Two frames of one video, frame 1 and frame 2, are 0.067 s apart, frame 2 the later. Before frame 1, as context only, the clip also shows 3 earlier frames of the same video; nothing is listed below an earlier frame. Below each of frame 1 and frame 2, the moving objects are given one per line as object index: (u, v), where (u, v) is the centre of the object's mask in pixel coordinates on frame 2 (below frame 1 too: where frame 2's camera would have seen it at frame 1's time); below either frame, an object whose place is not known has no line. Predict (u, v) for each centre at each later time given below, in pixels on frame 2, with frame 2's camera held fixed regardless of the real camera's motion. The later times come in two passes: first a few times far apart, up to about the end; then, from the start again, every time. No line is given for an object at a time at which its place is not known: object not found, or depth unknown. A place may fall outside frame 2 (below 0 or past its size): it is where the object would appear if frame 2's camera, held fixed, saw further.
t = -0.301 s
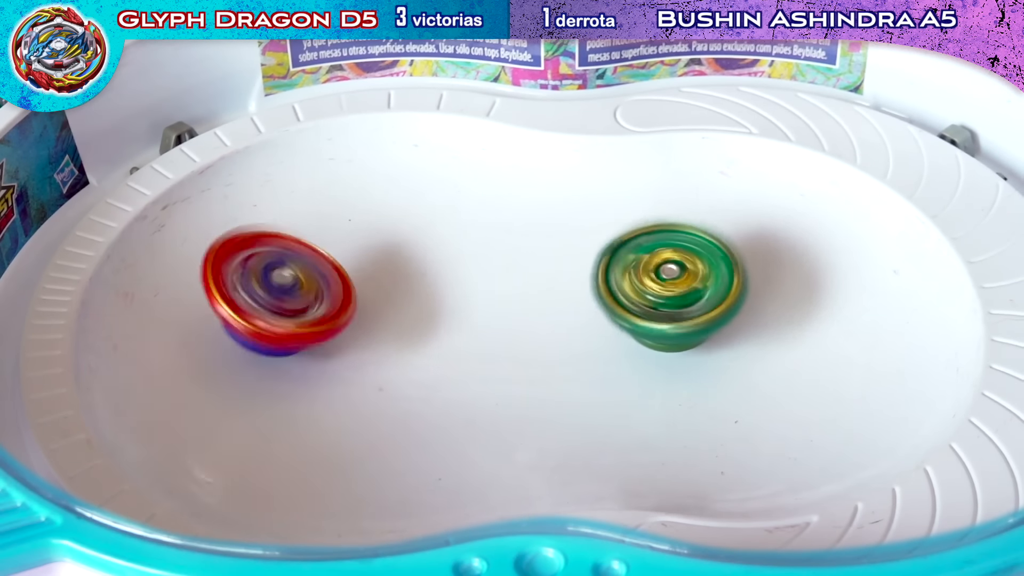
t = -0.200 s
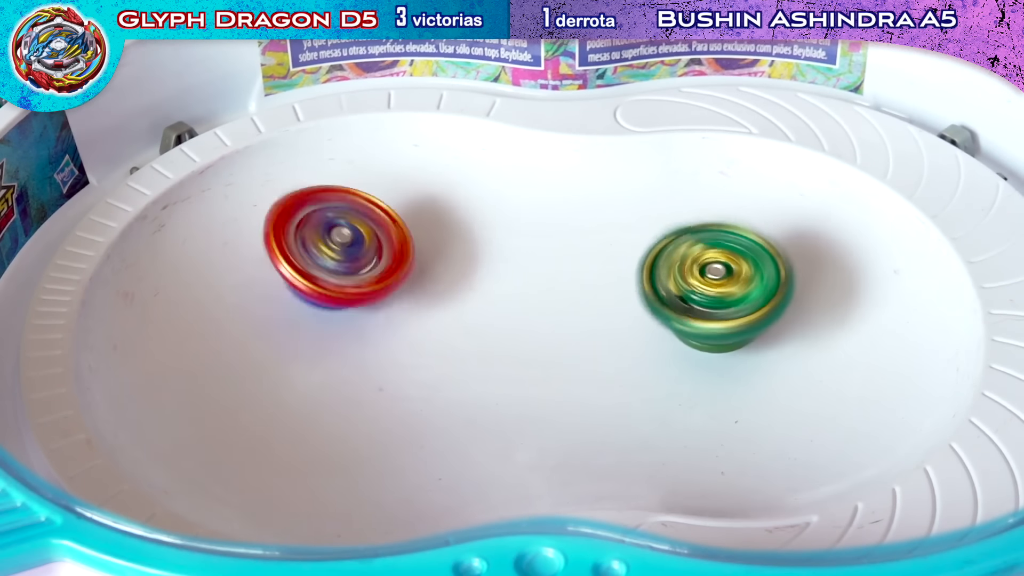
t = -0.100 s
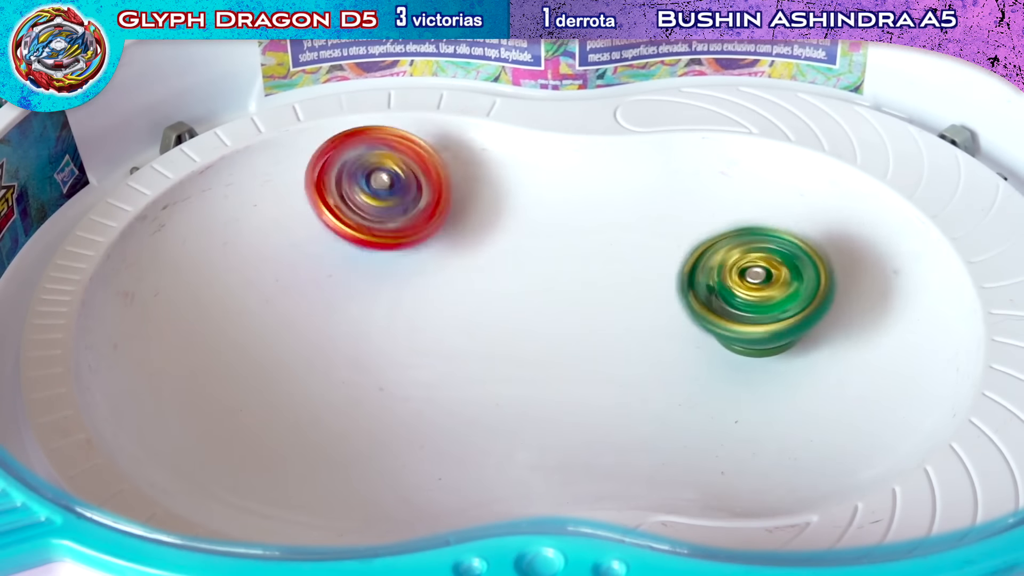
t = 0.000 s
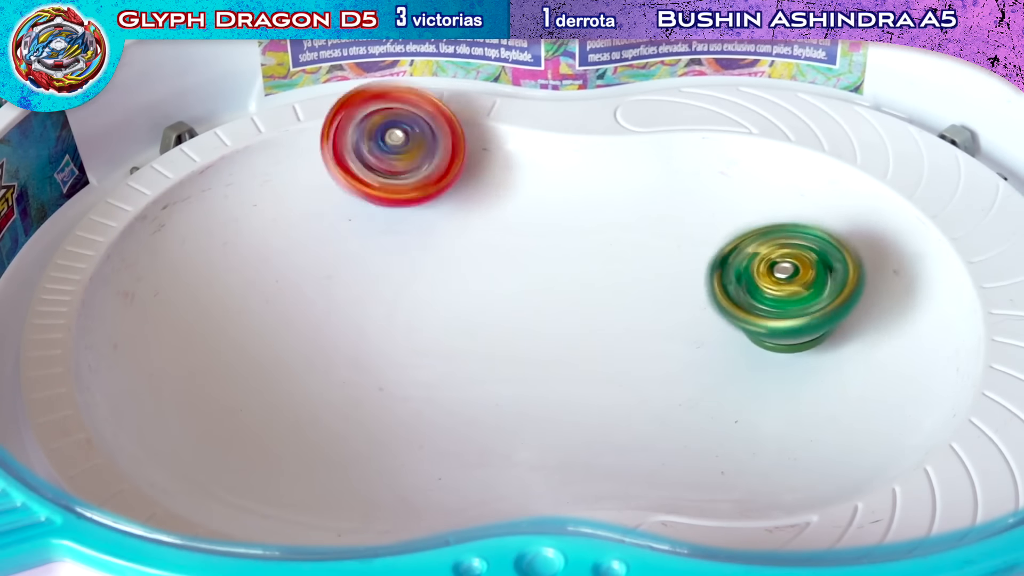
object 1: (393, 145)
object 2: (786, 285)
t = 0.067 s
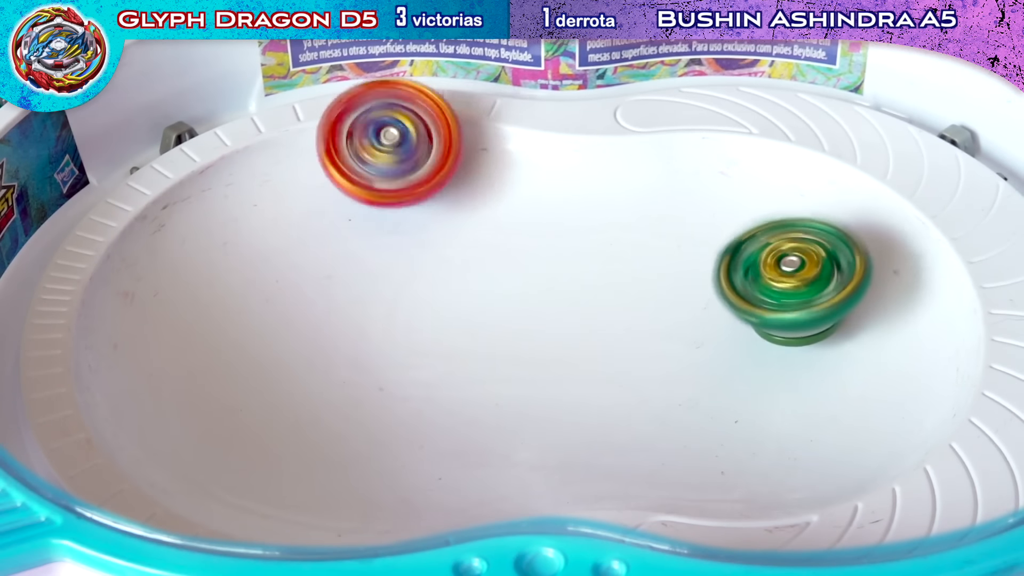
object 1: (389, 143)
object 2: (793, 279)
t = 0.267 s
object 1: (402, 225)
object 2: (754, 288)
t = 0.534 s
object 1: (526, 360)
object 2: (763, 356)
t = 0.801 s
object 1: (587, 390)
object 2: (817, 320)
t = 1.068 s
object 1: (528, 342)
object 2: (758, 273)
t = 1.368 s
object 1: (291, 216)
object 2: (675, 250)
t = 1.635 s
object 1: (230, 283)
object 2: (603, 305)
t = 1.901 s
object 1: (395, 300)
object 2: (625, 363)
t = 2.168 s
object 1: (364, 270)
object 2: (851, 367)
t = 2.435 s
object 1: (374, 299)
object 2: (751, 268)
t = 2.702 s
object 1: (389, 344)
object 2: (513, 250)
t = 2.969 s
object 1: (333, 394)
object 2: (363, 245)
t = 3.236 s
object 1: (354, 406)
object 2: (304, 284)
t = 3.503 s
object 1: (446, 386)
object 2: (353, 271)
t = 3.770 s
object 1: (520, 338)
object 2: (411, 245)
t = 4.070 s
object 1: (588, 321)
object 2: (376, 266)
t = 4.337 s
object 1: (626, 314)
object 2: (364, 353)
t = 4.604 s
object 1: (623, 308)
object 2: (391, 379)
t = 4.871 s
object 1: (591, 299)
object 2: (385, 328)
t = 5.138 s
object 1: (528, 286)
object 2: (363, 272)
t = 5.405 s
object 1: (522, 308)
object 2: (337, 255)
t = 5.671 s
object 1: (526, 340)
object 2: (368, 292)
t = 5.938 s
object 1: (574, 358)
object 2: (382, 329)
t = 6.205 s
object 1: (582, 319)
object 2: (407, 338)
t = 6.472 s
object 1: (548, 265)
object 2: (388, 311)
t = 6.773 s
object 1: (525, 273)
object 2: (330, 298)
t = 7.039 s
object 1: (522, 343)
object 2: (354, 302)
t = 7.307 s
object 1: (551, 374)
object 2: (400, 298)
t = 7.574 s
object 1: (571, 329)
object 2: (407, 298)
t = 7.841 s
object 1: (538, 251)
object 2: (380, 307)
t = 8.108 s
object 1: (479, 250)
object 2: (326, 334)
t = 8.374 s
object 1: (516, 322)
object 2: (231, 353)
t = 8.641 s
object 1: (572, 384)
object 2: (282, 349)
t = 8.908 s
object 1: (611, 354)
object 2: (483, 290)
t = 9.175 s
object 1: (724, 348)
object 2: (582, 286)
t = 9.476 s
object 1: (822, 352)
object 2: (600, 338)
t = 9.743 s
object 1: (748, 315)
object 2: (563, 333)
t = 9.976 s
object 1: (668, 243)
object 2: (513, 283)
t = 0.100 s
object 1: (384, 150)
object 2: (793, 277)
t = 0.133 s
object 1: (380, 161)
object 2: (789, 275)
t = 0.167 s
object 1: (380, 176)
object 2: (783, 276)
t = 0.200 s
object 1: (383, 192)
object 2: (774, 278)
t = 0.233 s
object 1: (391, 209)
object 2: (764, 282)
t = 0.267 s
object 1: (402, 225)
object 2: (754, 288)
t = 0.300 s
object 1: (418, 240)
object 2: (745, 295)
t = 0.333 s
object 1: (435, 255)
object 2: (736, 303)
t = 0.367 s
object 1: (454, 272)
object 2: (727, 312)
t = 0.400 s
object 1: (478, 292)
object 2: (719, 321)
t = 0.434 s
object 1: (506, 312)
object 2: (711, 329)
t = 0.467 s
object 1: (539, 332)
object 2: (705, 337)
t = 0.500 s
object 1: (532, 349)
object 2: (737, 347)
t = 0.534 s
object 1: (526, 360)
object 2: (763, 356)
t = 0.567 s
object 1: (523, 371)
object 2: (782, 360)
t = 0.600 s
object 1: (526, 378)
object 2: (800, 360)
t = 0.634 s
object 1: (532, 383)
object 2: (814, 357)
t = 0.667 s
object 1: (543, 388)
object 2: (823, 351)
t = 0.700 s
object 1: (556, 389)
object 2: (828, 344)
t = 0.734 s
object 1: (567, 390)
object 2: (829, 336)
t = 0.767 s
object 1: (579, 391)
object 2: (825, 327)
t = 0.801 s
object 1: (587, 390)
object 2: (817, 320)
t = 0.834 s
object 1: (594, 388)
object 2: (803, 314)
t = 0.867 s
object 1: (600, 385)
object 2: (786, 309)
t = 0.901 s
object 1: (605, 379)
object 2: (768, 307)
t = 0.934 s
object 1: (607, 372)
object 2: (747, 305)
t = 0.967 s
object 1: (590, 367)
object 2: (740, 296)
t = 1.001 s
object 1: (564, 363)
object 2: (749, 289)
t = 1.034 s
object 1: (546, 354)
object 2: (756, 281)
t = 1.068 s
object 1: (528, 342)
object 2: (758, 273)
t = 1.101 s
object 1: (504, 328)
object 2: (753, 264)
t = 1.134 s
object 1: (479, 314)
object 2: (747, 255)
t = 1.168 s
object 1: (452, 300)
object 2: (738, 248)
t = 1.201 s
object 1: (428, 285)
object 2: (729, 243)
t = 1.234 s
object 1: (401, 268)
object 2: (718, 241)
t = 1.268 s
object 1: (372, 252)
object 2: (707, 241)
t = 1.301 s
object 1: (343, 237)
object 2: (697, 243)
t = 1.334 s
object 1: (315, 225)
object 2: (686, 246)
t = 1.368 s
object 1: (291, 216)
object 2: (675, 250)
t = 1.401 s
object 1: (269, 211)
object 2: (665, 255)
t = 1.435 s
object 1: (248, 209)
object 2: (654, 260)
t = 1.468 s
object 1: (231, 213)
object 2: (643, 267)
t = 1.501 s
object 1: (219, 222)
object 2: (632, 274)
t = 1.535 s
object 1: (213, 234)
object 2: (624, 281)
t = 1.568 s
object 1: (212, 248)
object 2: (616, 289)
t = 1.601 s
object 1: (217, 264)
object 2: (609, 297)
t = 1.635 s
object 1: (230, 283)
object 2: (603, 305)
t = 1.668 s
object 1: (250, 297)
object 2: (598, 312)
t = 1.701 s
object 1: (276, 308)
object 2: (593, 319)
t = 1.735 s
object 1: (305, 315)
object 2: (589, 326)
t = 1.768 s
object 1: (336, 320)
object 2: (583, 333)
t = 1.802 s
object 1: (369, 323)
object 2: (577, 339)
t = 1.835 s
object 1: (402, 321)
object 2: (572, 343)
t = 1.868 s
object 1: (412, 312)
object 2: (588, 351)
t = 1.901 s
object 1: (395, 300)
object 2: (625, 363)
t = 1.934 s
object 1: (381, 287)
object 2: (658, 372)
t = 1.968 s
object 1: (372, 279)
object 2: (689, 379)
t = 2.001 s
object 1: (369, 273)
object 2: (721, 387)
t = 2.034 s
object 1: (367, 268)
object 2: (751, 392)
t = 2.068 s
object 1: (363, 268)
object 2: (780, 394)
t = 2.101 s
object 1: (364, 267)
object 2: (807, 389)
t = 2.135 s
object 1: (362, 268)
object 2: (832, 379)
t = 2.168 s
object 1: (364, 270)
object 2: (851, 367)
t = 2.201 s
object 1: (362, 270)
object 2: (861, 352)
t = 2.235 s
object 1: (361, 274)
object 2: (863, 335)
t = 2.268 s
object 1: (365, 276)
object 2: (856, 319)
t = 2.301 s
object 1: (366, 279)
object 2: (843, 305)
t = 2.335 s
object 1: (369, 282)
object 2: (826, 292)
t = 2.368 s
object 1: (368, 286)
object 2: (804, 282)
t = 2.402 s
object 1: (369, 294)
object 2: (779, 274)
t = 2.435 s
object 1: (374, 299)
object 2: (751, 268)
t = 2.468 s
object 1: (377, 305)
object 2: (721, 264)
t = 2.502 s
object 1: (384, 309)
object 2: (692, 262)
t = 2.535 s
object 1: (387, 314)
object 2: (662, 261)
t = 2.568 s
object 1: (390, 320)
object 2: (632, 260)
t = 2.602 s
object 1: (396, 324)
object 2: (601, 259)
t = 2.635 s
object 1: (400, 329)
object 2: (567, 259)
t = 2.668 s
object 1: (407, 331)
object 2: (531, 259)
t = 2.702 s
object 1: (389, 344)
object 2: (513, 250)
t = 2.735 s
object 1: (379, 353)
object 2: (494, 248)
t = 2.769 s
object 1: (368, 362)
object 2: (474, 248)
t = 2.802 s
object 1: (361, 369)
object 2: (453, 246)
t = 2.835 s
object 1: (353, 376)
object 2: (430, 244)
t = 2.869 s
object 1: (347, 383)
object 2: (409, 243)
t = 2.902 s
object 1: (341, 387)
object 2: (393, 242)
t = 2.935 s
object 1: (336, 392)
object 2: (378, 243)
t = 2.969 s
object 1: (333, 394)
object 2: (363, 245)
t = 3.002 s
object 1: (332, 397)
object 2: (347, 251)
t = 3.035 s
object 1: (330, 395)
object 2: (333, 259)
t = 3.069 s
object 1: (331, 395)
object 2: (322, 269)
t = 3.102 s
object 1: (334, 391)
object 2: (314, 277)
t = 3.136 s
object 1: (333, 396)
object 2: (309, 282)
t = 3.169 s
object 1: (339, 402)
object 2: (306, 279)
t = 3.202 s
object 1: (347, 406)
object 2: (304, 281)
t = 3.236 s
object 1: (354, 406)
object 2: (304, 284)
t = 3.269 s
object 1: (365, 406)
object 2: (306, 288)
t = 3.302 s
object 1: (374, 402)
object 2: (308, 289)
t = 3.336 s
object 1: (387, 395)
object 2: (312, 293)
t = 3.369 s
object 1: (390, 390)
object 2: (320, 293)
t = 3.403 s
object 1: (403, 393)
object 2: (330, 288)
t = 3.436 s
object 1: (417, 391)
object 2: (336, 282)
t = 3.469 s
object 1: (431, 388)
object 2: (344, 276)
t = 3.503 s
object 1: (446, 386)
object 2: (353, 271)
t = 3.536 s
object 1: (459, 383)
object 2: (362, 266)
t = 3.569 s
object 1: (475, 378)
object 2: (370, 261)
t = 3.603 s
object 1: (484, 374)
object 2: (378, 256)
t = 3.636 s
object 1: (496, 367)
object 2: (388, 251)
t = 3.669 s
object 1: (507, 362)
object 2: (395, 249)
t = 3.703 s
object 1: (510, 354)
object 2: (400, 248)
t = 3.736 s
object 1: (518, 346)
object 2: (407, 246)
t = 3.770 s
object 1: (520, 338)
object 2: (411, 245)
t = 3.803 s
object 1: (522, 327)
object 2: (413, 246)
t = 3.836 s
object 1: (525, 324)
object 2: (414, 246)
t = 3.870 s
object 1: (534, 324)
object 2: (409, 242)
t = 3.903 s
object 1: (545, 323)
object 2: (403, 243)
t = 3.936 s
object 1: (552, 324)
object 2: (401, 243)
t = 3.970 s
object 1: (562, 322)
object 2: (394, 244)
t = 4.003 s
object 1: (572, 322)
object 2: (387, 249)
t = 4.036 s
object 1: (577, 322)
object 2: (384, 256)
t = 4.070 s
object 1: (588, 321)
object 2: (376, 266)
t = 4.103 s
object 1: (596, 321)
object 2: (370, 277)
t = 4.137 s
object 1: (600, 320)
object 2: (368, 287)
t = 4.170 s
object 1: (609, 320)
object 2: (362, 299)
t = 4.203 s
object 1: (613, 320)
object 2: (359, 311)
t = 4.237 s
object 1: (616, 317)
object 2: (362, 322)
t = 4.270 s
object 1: (622, 317)
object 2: (359, 333)
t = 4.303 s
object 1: (624, 317)
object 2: (359, 344)
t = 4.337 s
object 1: (626, 314)
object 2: (364, 353)
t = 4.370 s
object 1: (628, 315)
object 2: (363, 361)
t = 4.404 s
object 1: (629, 314)
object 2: (367, 369)
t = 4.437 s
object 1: (630, 312)
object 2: (372, 375)
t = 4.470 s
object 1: (629, 313)
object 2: (373, 378)
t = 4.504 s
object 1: (628, 311)
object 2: (379, 382)
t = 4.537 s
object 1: (629, 309)
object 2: (384, 383)
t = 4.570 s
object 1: (625, 310)
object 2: (386, 381)
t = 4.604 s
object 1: (623, 308)
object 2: (391, 379)
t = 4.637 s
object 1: (623, 307)
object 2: (394, 376)
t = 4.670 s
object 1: (618, 307)
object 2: (393, 371)
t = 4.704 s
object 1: (615, 305)
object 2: (396, 365)
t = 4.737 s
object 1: (614, 303)
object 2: (395, 359)
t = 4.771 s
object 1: (606, 303)
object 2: (392, 352)
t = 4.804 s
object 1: (603, 301)
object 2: (392, 345)
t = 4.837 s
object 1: (600, 300)
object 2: (387, 336)
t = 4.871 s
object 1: (591, 299)
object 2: (385, 328)
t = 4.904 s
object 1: (586, 296)
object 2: (384, 320)
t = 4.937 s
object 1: (582, 295)
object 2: (377, 311)
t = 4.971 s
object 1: (570, 294)
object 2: (376, 303)
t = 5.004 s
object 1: (564, 292)
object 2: (373, 295)
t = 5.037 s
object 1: (557, 290)
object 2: (368, 288)
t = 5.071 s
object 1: (544, 289)
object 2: (368, 282)
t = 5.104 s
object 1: (537, 287)
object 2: (365, 276)
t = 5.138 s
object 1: (528, 286)
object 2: (363, 272)
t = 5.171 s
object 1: (518, 287)
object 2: (362, 266)
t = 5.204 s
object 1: (519, 288)
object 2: (352, 259)
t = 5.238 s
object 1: (520, 290)
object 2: (349, 255)
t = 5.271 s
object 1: (519, 295)
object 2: (344, 252)
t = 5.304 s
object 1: (520, 297)
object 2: (338, 250)
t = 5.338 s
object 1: (521, 300)
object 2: (338, 251)
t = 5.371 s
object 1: (521, 305)
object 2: (335, 252)
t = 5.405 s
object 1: (522, 308)
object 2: (337, 255)
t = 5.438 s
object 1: (523, 311)
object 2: (339, 259)
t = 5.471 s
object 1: (521, 316)
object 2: (342, 264)
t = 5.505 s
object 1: (517, 319)
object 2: (348, 269)
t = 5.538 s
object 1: (517, 321)
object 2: (354, 274)
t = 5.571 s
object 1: (518, 325)
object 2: (361, 281)
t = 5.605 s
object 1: (513, 329)
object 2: (368, 286)
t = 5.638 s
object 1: (519, 334)
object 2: (364, 288)
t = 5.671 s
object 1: (526, 340)
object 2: (368, 292)
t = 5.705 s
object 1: (531, 345)
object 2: (365, 297)
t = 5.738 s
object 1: (535, 350)
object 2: (368, 303)
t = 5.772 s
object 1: (543, 352)
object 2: (370, 307)
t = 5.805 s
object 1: (551, 355)
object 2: (370, 312)
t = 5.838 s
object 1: (555, 358)
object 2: (375, 316)
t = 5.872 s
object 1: (561, 359)
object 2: (375, 321)
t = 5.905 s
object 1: (567, 358)
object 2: (379, 326)
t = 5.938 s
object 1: (574, 358)
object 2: (382, 329)
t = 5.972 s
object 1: (579, 356)
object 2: (384, 333)
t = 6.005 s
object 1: (579, 353)
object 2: (389, 336)
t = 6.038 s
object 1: (584, 348)
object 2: (389, 338)
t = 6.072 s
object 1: (587, 343)
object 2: (396, 340)
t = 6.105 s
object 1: (587, 339)
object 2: (399, 340)
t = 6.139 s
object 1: (585, 333)
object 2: (403, 341)
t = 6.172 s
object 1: (583, 324)
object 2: (406, 340)
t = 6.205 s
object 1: (582, 319)
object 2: (407, 338)
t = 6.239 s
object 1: (583, 312)
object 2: (411, 336)
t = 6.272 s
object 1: (576, 305)
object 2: (406, 332)
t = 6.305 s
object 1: (575, 297)
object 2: (406, 330)
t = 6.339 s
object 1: (573, 289)
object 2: (403, 326)
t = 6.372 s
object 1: (568, 283)
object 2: (401, 323)
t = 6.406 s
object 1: (563, 277)
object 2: (397, 319)
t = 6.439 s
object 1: (554, 270)
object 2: (392, 315)
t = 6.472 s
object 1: (548, 265)
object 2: (388, 311)
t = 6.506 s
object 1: (542, 261)
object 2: (381, 308)
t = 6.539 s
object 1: (531, 260)
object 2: (379, 305)
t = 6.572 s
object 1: (532, 257)
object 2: (366, 303)
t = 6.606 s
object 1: (530, 254)
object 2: (358, 303)
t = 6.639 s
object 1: (530, 256)
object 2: (350, 301)
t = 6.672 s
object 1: (530, 257)
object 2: (341, 300)
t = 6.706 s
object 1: (526, 263)
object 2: (337, 299)
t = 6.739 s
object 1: (525, 268)
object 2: (332, 297)
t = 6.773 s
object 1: (525, 273)
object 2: (330, 298)
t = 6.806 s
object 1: (525, 282)
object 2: (325, 296)
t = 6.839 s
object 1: (525, 291)
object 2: (328, 297)
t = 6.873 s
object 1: (523, 300)
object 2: (327, 296)
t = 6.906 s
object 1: (526, 308)
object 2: (331, 297)
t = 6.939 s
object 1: (529, 317)
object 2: (335, 297)
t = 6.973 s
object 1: (526, 327)
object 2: (339, 299)
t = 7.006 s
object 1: (525, 336)
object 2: (347, 299)
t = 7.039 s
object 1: (522, 343)
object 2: (354, 302)
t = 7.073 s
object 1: (523, 350)
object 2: (364, 304)
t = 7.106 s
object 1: (525, 356)
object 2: (369, 305)
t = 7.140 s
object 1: (523, 361)
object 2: (381, 307)
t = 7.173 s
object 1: (523, 365)
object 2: (388, 306)
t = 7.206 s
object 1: (528, 369)
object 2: (391, 304)
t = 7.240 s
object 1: (537, 372)
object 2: (394, 301)
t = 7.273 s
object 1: (545, 373)
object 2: (399, 299)
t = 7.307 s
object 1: (551, 374)
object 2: (400, 298)
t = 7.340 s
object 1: (557, 374)
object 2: (402, 296)
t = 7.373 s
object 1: (559, 371)
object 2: (403, 296)
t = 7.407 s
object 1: (565, 367)
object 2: (405, 295)
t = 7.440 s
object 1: (569, 361)
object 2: (406, 295)
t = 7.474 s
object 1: (572, 355)
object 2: (406, 295)
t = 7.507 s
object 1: (575, 348)
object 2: (406, 296)
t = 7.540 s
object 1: (573, 339)
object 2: (407, 296)
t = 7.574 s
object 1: (571, 329)
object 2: (407, 298)
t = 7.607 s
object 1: (567, 318)
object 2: (406, 298)
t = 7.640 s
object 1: (568, 308)
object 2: (404, 299)
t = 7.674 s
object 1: (566, 297)
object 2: (401, 300)
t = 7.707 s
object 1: (564, 287)
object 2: (398, 302)
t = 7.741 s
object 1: (560, 278)
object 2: (393, 302)
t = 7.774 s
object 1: (552, 268)
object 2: (389, 304)
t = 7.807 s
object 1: (546, 259)
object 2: (384, 305)
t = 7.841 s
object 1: (538, 251)
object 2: (380, 307)
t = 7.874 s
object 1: (531, 246)
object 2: (375, 309)
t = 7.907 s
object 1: (522, 242)
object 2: (371, 311)
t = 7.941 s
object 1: (511, 241)
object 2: (366, 313)
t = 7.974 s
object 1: (500, 242)
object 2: (363, 316)
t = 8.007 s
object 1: (493, 241)
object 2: (353, 320)
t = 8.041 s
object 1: (489, 243)
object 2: (343, 326)
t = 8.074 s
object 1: (482, 244)
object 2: (336, 330)
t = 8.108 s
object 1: (479, 250)
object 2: (326, 334)
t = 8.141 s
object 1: (474, 257)
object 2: (322, 337)
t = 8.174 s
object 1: (468, 267)
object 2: (317, 340)
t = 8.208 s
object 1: (465, 276)
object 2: (318, 342)
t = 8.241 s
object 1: (459, 288)
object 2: (315, 344)
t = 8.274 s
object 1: (471, 295)
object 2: (296, 351)
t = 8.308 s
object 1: (492, 301)
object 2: (267, 351)
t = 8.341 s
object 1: (508, 311)
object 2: (248, 355)
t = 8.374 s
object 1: (516, 322)
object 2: (231, 353)
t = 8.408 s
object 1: (526, 331)
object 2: (221, 354)
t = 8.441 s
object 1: (534, 342)
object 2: (214, 353)
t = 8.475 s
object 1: (542, 351)
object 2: (213, 354)
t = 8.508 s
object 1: (548, 361)
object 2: (217, 354)
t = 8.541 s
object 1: (556, 368)
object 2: (229, 354)
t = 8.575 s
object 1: (561, 375)
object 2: (243, 354)
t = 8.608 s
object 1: (566, 380)
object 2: (259, 350)
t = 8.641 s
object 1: (572, 384)
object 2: (282, 349)
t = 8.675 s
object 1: (577, 386)
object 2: (304, 342)
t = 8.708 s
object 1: (583, 387)
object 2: (330, 338)
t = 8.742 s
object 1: (587, 386)
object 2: (354, 328)
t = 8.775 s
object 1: (594, 384)
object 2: (384, 323)
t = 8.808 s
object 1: (599, 379)
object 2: (406, 313)
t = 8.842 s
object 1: (604, 372)
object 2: (435, 305)
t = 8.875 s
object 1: (606, 363)
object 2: (459, 295)
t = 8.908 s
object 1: (611, 354)
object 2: (483, 290)
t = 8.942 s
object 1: (620, 348)
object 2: (497, 281)
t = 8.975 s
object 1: (633, 346)
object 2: (516, 273)
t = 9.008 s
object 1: (649, 344)
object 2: (527, 272)
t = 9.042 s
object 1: (663, 342)
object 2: (541, 270)
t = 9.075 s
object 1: (679, 344)
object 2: (552, 271)
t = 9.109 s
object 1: (692, 345)
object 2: (563, 274)
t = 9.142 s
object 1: (708, 346)
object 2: (573, 280)
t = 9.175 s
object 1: (724, 348)
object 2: (582, 286)
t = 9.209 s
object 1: (739, 350)
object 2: (593, 293)
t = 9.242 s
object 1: (751, 351)
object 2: (601, 302)
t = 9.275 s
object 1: (771, 355)
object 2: (606, 307)
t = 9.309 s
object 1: (782, 357)
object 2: (605, 312)
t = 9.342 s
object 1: (796, 356)
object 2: (608, 318)
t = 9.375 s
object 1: (808, 355)
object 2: (607, 323)
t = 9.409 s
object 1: (813, 355)
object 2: (605, 328)
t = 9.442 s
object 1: (819, 355)
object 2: (604, 335)
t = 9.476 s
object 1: (822, 352)
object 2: (600, 338)
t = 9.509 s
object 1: (822, 349)
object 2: (599, 342)
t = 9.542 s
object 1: (815, 346)
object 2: (594, 343)
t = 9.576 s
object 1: (807, 344)
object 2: (591, 345)
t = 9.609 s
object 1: (798, 339)
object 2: (586, 345)
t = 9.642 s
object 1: (783, 334)
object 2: (581, 343)
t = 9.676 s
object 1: (771, 329)
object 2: (576, 341)
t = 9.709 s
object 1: (759, 323)
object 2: (568, 337)
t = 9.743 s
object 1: (748, 315)
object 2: (563, 333)
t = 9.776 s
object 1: (734, 306)
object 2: (554, 326)
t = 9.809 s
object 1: (721, 296)
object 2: (547, 321)
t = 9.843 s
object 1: (708, 285)
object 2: (539, 314)
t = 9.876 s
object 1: (695, 273)
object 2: (533, 306)
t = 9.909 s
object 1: (685, 263)
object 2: (526, 299)
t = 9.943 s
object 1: (675, 252)
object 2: (519, 290)
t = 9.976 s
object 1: (668, 243)
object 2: (513, 283)
